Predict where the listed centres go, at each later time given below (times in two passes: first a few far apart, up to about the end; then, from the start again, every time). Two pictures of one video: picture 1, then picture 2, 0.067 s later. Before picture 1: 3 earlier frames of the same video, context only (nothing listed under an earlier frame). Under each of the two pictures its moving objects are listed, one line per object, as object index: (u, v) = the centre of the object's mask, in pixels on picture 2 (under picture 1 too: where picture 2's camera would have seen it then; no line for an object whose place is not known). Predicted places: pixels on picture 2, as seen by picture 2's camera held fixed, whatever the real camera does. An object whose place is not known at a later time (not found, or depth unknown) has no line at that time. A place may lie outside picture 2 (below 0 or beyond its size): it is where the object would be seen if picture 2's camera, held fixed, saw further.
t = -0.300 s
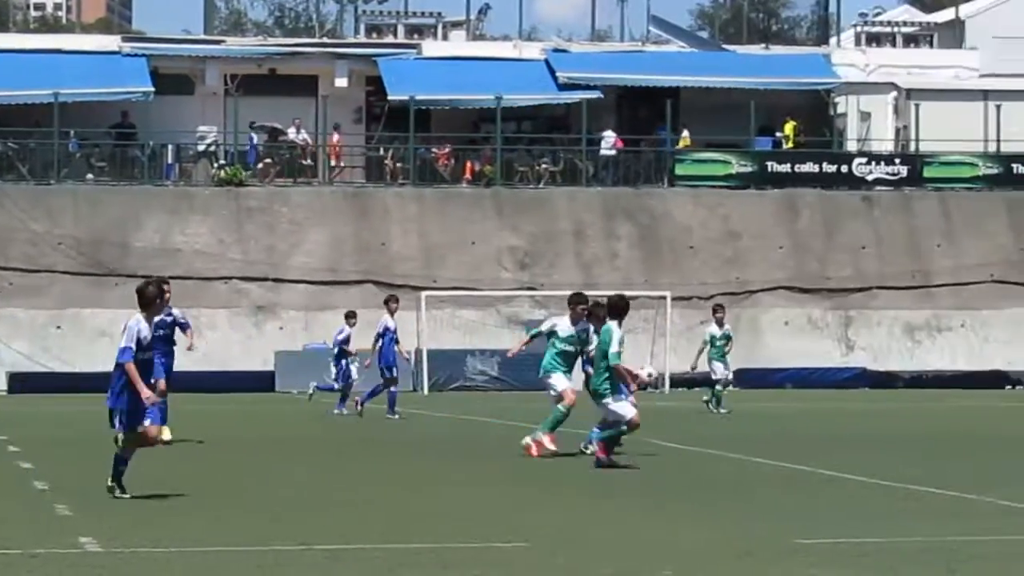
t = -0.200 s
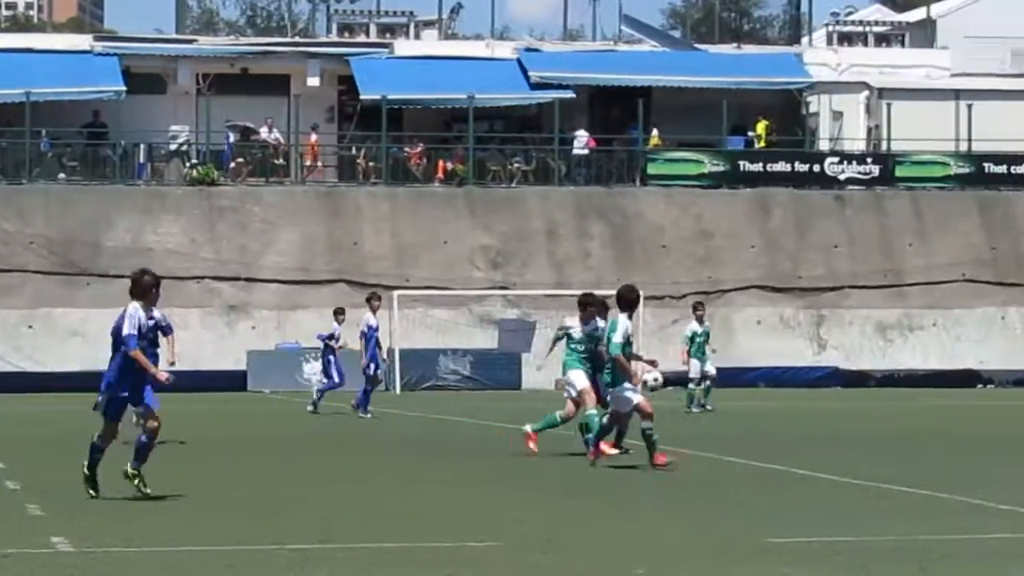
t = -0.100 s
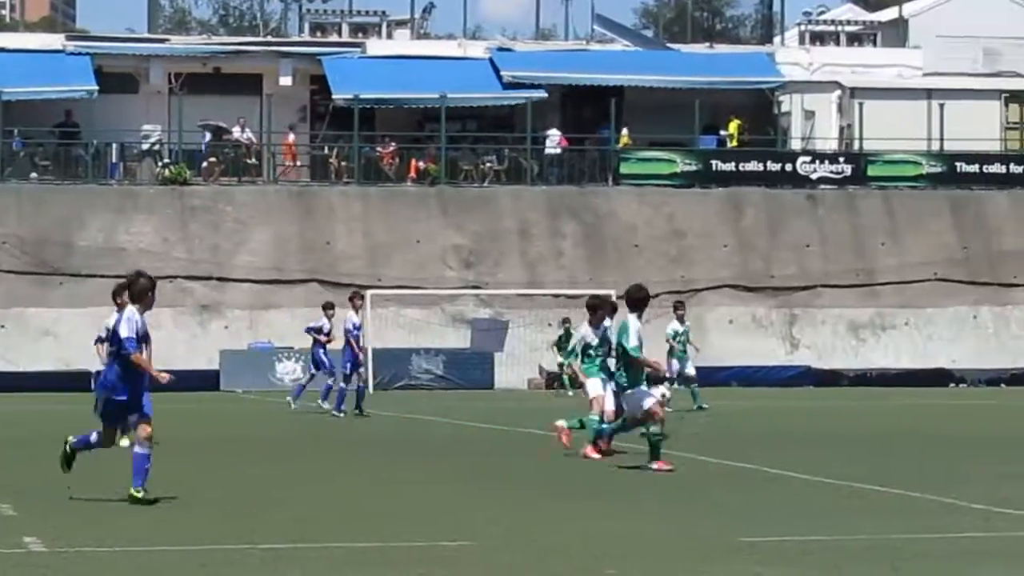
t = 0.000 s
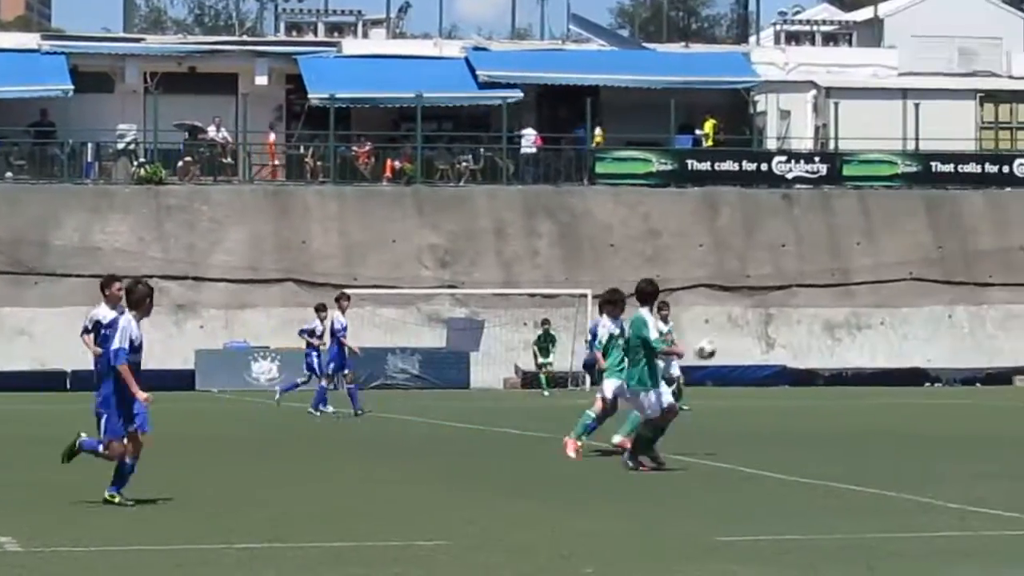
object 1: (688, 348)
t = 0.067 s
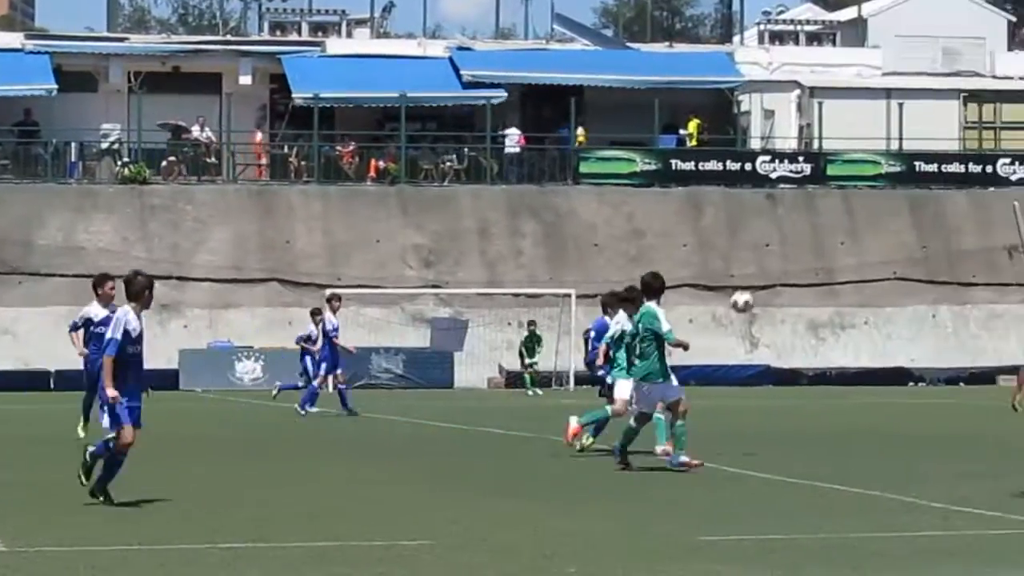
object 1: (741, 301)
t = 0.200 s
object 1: (852, 220)
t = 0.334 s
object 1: (968, 156)
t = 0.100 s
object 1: (768, 279)
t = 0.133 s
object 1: (797, 259)
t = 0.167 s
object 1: (824, 239)
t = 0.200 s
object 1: (852, 220)
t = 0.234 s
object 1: (881, 203)
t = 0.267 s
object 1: (909, 187)
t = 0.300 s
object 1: (938, 170)
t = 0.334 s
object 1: (968, 156)
